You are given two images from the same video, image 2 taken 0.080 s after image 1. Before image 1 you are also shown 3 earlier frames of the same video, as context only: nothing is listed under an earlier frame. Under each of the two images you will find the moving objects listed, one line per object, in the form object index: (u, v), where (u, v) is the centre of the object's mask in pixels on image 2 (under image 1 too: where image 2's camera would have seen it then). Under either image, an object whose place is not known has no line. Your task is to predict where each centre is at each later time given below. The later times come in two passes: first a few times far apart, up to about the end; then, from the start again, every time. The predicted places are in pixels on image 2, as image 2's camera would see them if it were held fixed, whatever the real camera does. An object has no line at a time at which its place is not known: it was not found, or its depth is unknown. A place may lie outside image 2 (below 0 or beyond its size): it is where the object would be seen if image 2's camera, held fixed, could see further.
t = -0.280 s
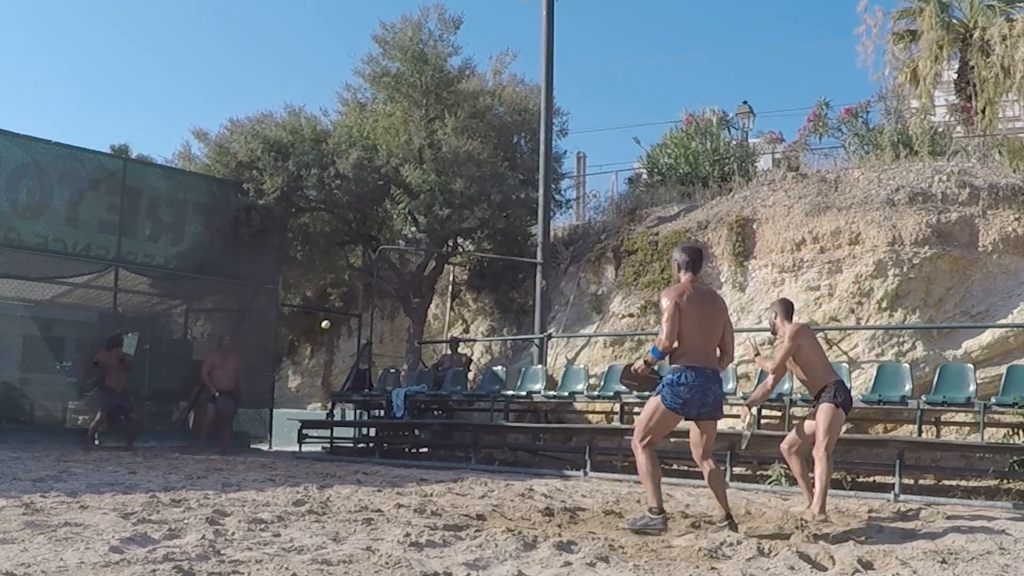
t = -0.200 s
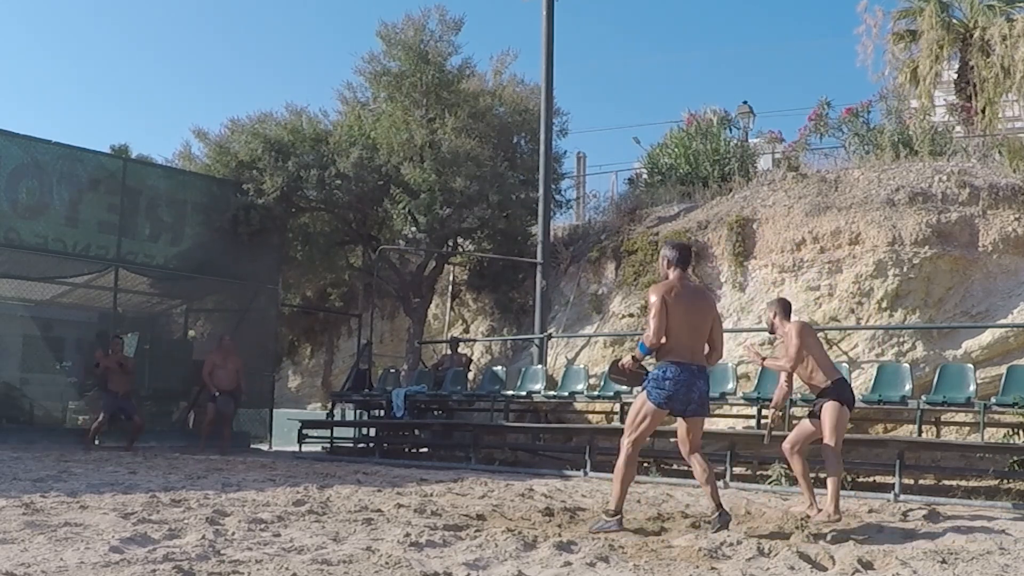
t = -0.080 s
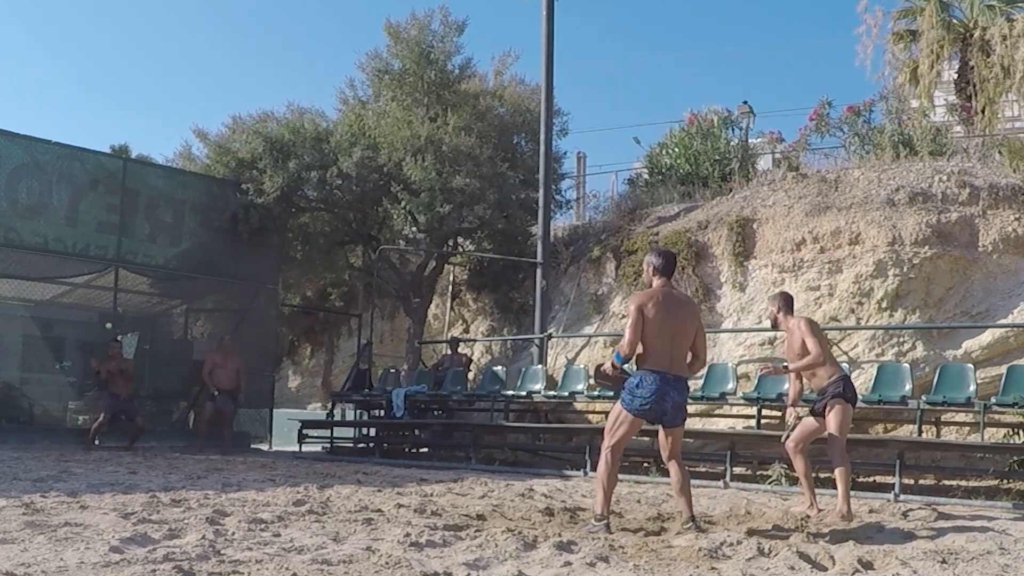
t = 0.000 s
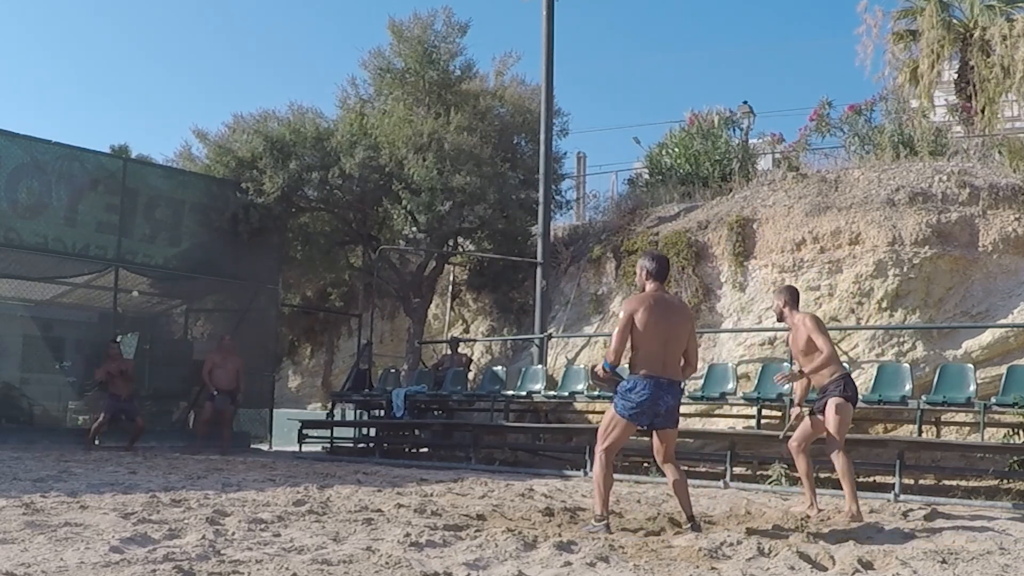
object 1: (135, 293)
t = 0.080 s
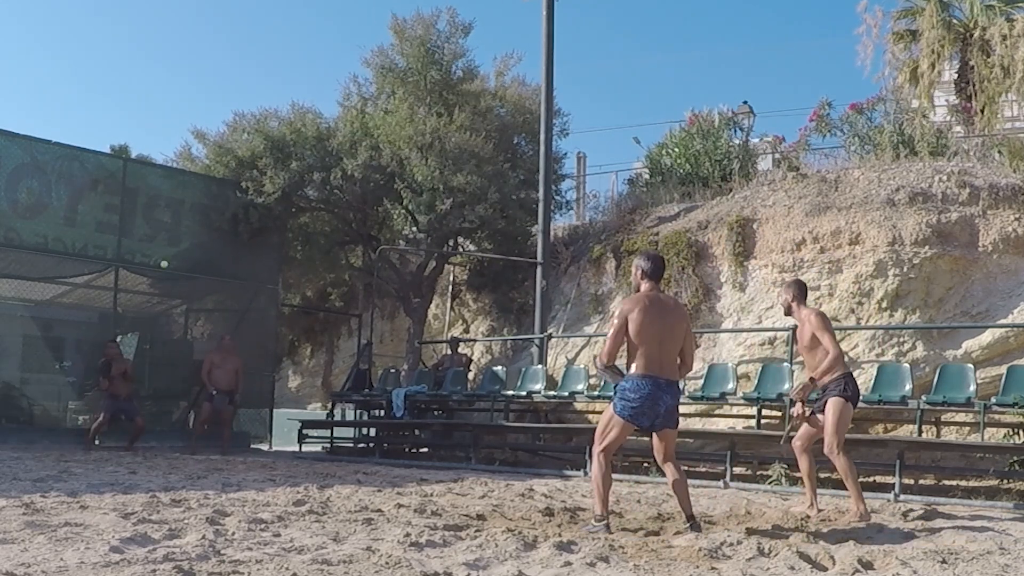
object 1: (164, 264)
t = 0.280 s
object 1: (248, 203)
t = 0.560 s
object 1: (408, 171)
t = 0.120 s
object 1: (179, 250)
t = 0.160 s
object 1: (195, 237)
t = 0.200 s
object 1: (212, 225)
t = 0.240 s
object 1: (230, 214)
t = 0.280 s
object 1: (248, 203)
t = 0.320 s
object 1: (268, 194)
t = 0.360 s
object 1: (288, 187)
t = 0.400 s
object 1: (309, 180)
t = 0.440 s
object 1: (332, 175)
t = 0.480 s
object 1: (355, 172)
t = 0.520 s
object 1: (381, 170)
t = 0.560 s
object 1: (408, 171)
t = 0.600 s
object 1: (436, 173)
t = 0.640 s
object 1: (466, 178)
